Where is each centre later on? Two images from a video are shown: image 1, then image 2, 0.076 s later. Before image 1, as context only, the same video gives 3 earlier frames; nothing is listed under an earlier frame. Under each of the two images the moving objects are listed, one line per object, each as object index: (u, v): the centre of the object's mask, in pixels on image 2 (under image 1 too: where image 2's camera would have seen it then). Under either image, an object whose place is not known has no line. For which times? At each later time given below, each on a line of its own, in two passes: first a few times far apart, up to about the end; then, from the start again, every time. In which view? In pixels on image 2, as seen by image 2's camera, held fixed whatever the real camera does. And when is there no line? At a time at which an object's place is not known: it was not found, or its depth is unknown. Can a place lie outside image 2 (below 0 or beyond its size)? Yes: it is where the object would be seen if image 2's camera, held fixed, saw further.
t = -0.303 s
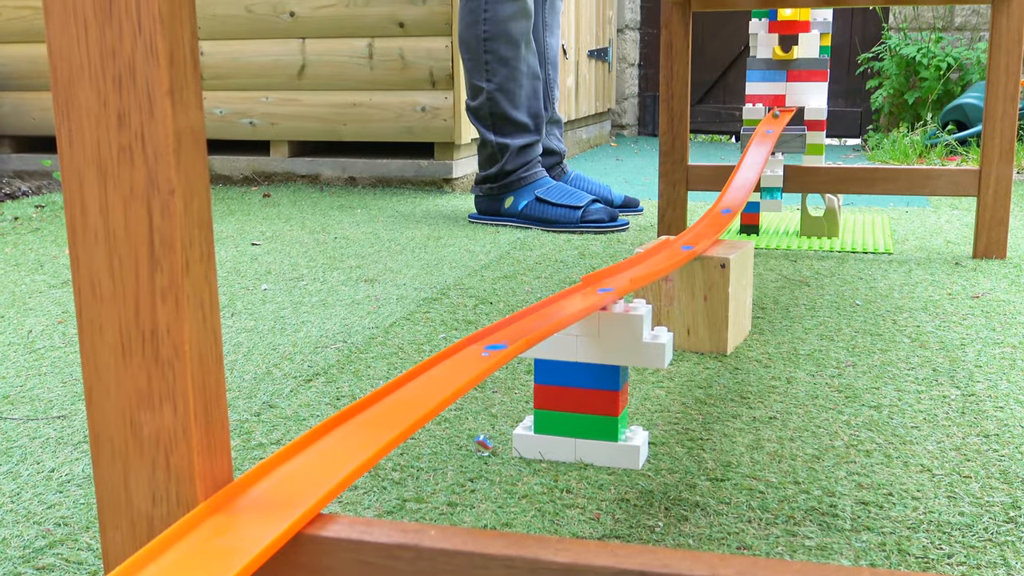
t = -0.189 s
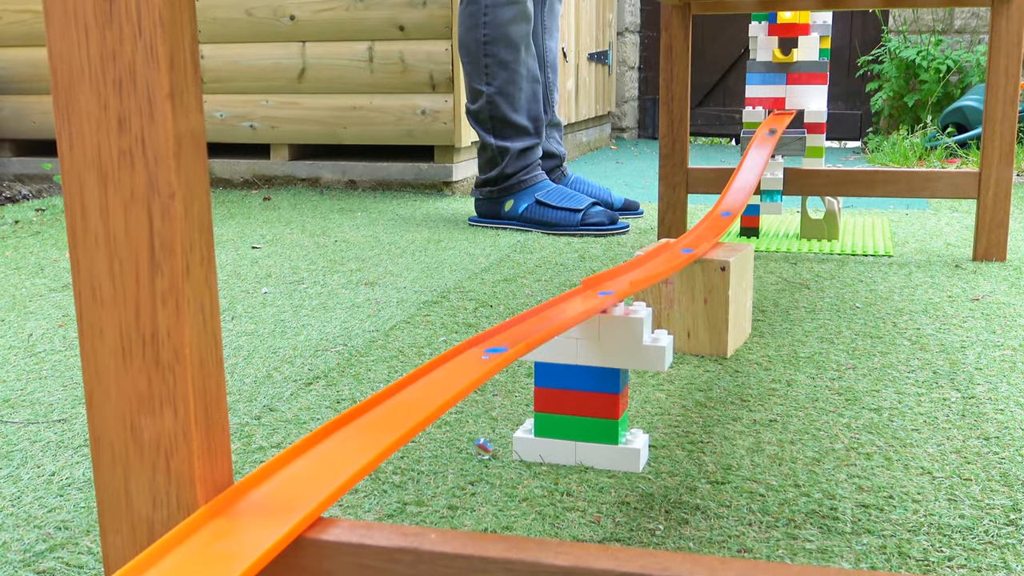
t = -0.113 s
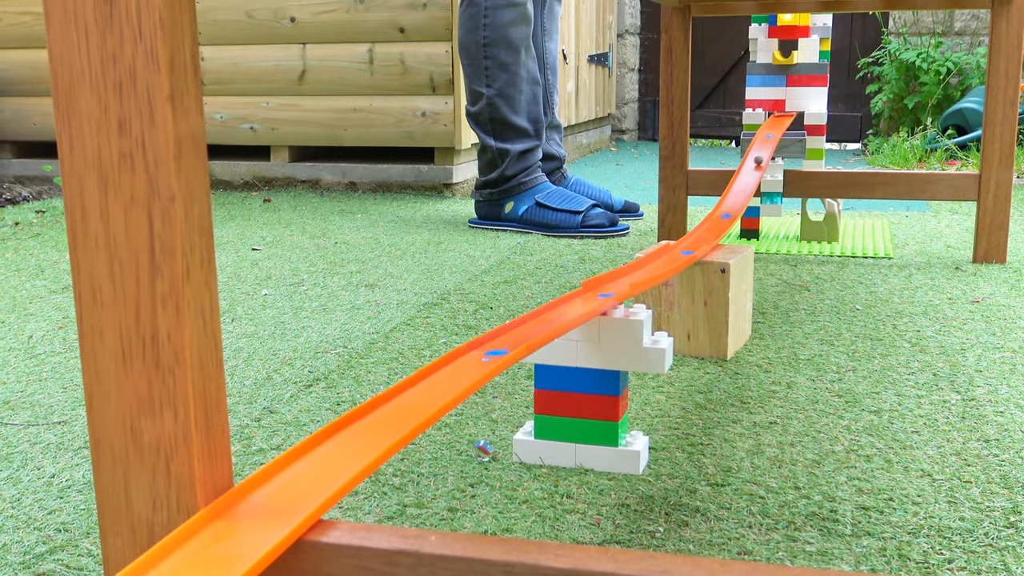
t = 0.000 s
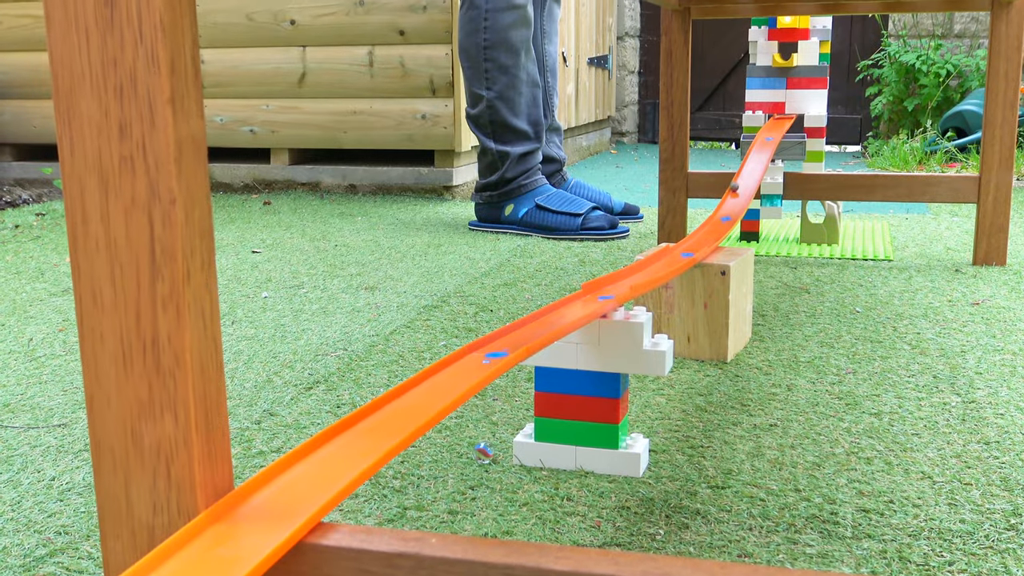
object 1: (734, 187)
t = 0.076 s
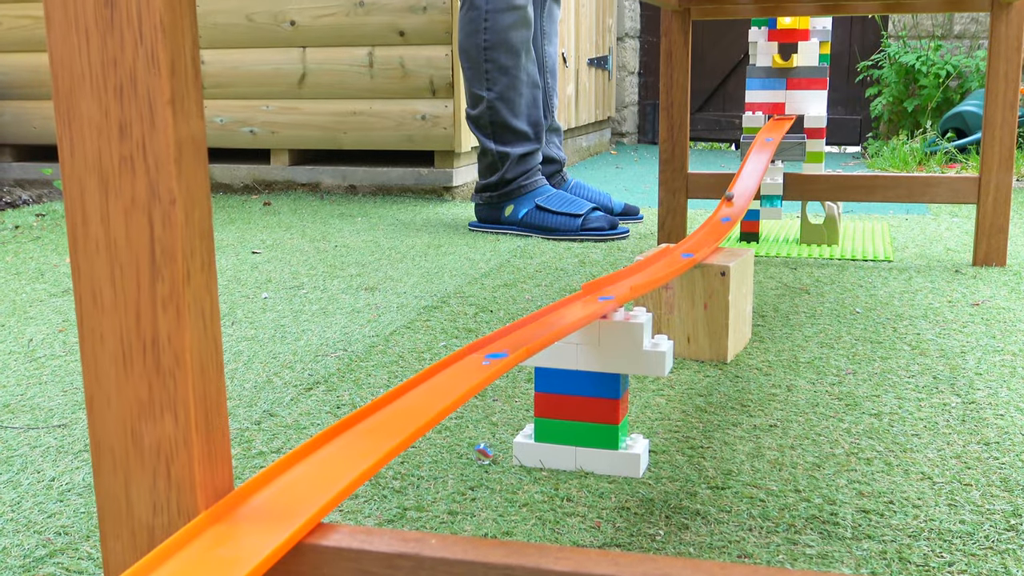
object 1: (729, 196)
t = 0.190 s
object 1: (711, 220)
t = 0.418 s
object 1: (666, 256)
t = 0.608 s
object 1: (622, 284)
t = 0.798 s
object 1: (557, 315)
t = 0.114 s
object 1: (723, 205)
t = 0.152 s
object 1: (717, 214)
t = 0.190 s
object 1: (711, 220)
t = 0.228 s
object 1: (704, 227)
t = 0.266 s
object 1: (697, 233)
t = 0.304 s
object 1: (689, 239)
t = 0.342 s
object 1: (681, 245)
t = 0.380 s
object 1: (673, 251)
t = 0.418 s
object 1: (666, 256)
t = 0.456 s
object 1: (658, 262)
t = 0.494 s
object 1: (650, 268)
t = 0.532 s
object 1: (641, 273)
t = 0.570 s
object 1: (632, 278)
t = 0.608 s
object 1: (622, 284)
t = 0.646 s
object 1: (611, 289)
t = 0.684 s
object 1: (600, 294)
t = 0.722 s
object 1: (587, 300)
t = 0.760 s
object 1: (573, 307)
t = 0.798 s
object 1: (557, 315)
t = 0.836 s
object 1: (540, 324)
